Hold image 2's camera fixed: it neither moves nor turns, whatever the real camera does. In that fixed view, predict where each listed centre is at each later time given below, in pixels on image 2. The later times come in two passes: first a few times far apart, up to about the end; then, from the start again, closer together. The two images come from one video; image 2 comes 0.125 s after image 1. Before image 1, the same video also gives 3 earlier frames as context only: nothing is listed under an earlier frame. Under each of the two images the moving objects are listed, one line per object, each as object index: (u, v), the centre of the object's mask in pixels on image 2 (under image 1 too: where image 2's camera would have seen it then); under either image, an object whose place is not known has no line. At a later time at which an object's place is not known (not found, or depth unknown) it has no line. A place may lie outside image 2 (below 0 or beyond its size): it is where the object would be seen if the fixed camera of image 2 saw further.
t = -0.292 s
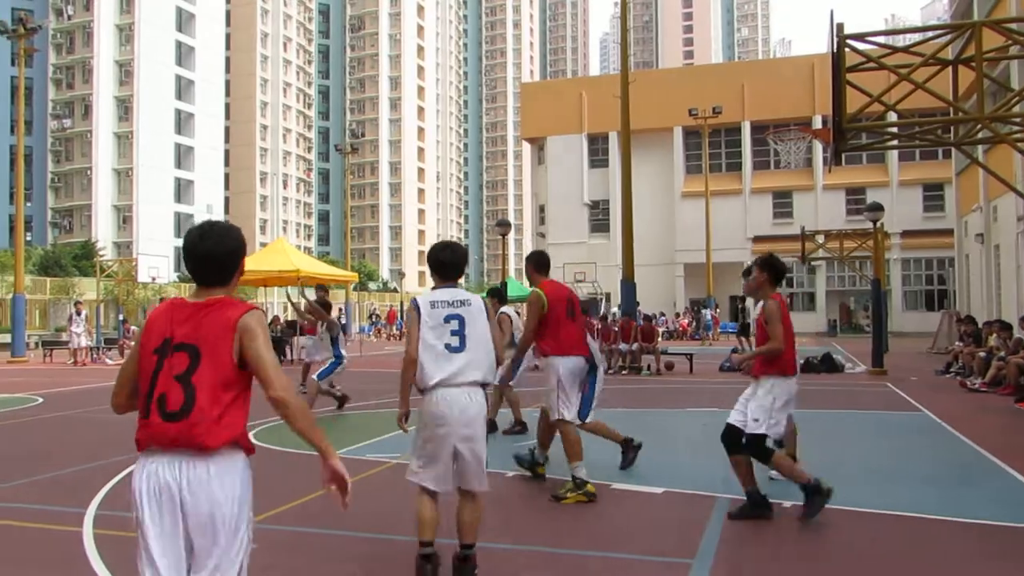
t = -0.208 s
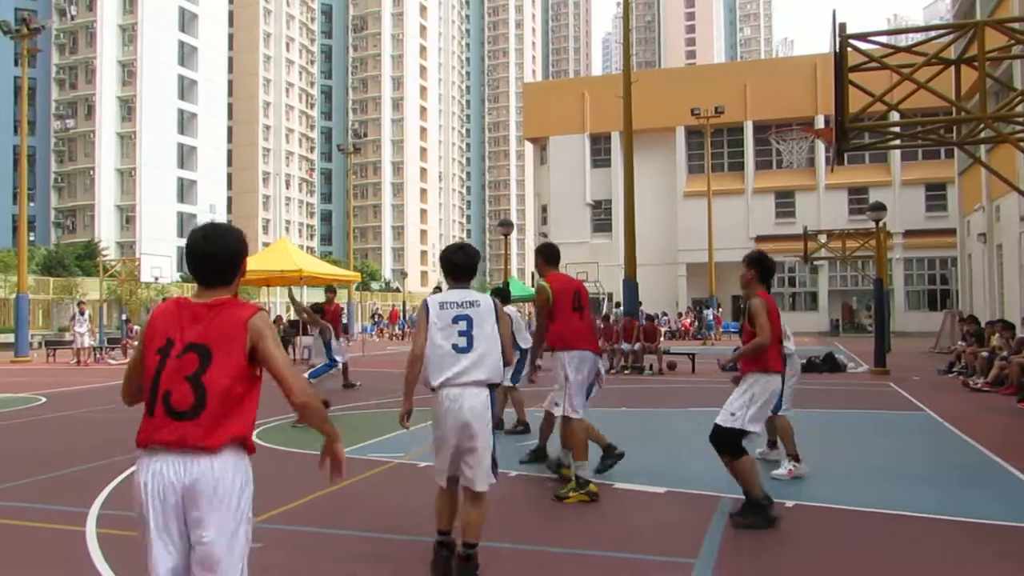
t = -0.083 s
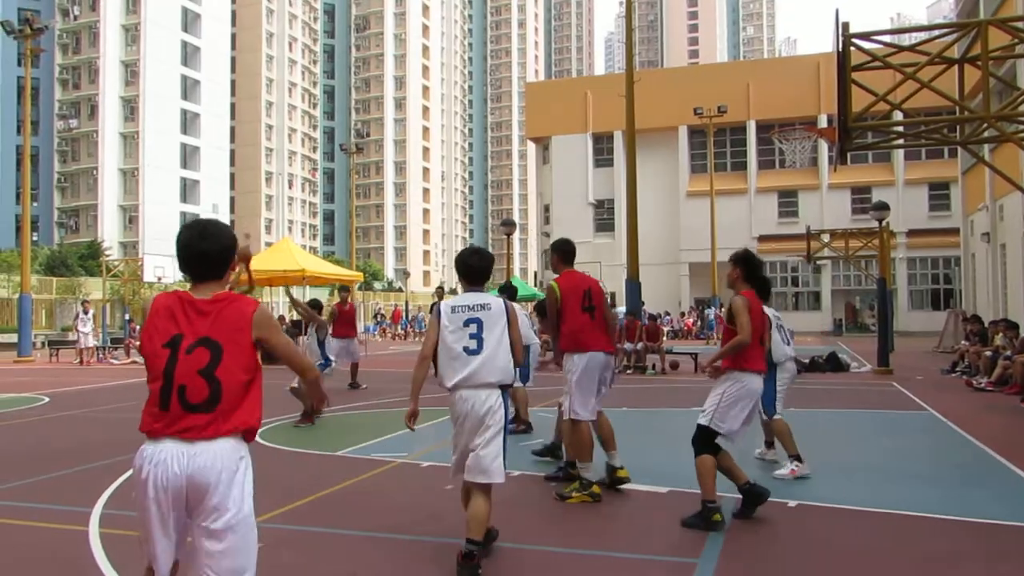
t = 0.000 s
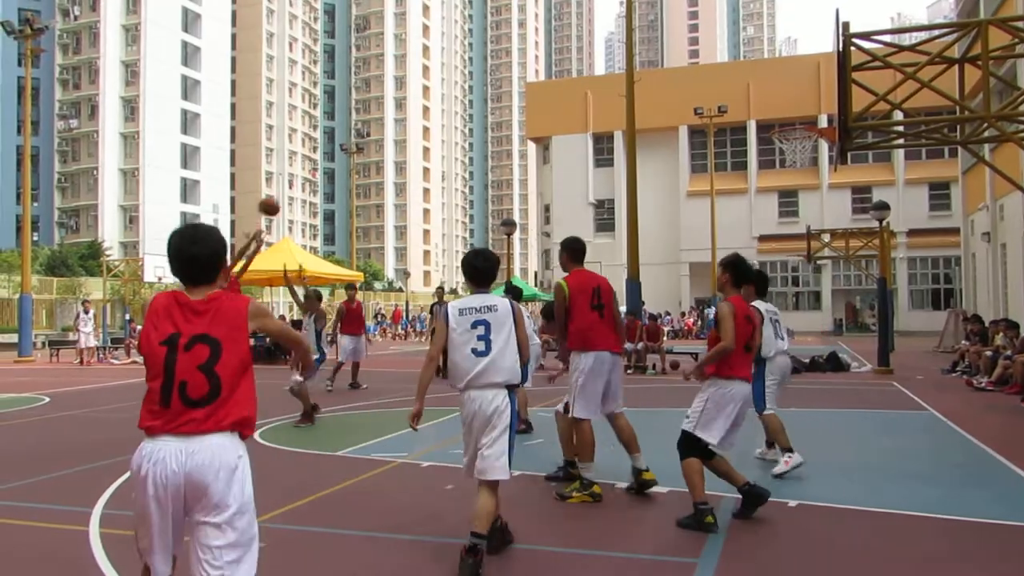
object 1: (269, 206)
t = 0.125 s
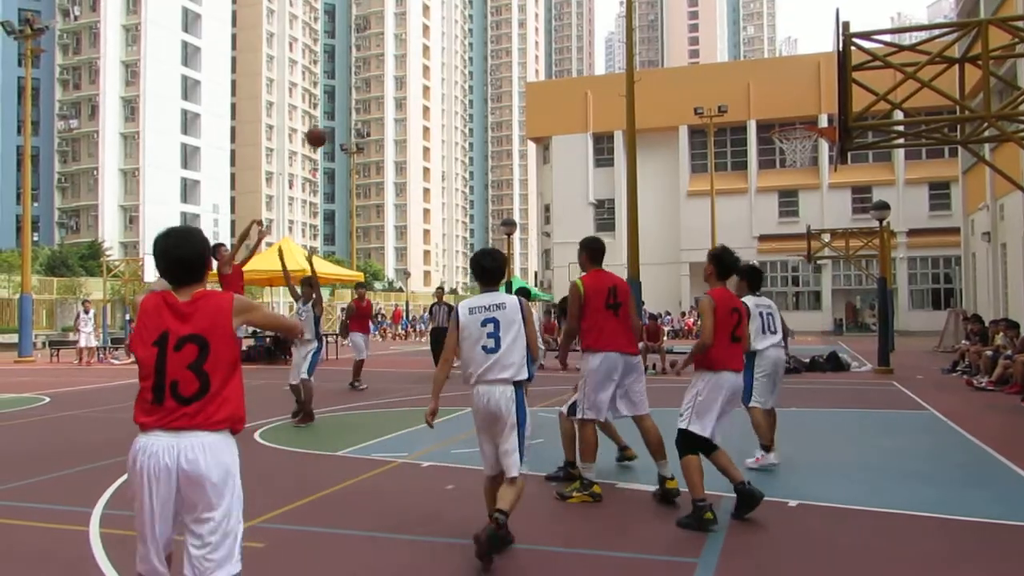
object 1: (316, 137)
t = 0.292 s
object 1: (380, 62)
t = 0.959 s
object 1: (655, 4)
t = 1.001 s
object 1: (673, 8)
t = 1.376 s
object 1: (809, 92)
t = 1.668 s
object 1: (816, 52)
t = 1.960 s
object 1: (824, 87)
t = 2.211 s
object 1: (830, 163)
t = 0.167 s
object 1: (332, 116)
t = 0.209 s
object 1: (348, 97)
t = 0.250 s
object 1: (363, 79)
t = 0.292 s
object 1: (380, 62)
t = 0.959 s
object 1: (655, 4)
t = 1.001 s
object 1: (673, 8)
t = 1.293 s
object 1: (807, 118)
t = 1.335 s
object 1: (808, 105)
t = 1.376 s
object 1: (809, 92)
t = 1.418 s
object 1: (809, 81)
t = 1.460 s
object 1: (811, 72)
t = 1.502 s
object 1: (812, 65)
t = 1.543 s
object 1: (813, 59)
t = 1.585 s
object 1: (814, 55)
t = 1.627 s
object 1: (815, 53)
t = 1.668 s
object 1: (816, 52)
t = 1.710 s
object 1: (817, 53)
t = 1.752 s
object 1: (818, 55)
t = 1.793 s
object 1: (820, 59)
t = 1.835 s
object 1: (821, 64)
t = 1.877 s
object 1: (822, 70)
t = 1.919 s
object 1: (823, 78)
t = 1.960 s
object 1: (824, 87)
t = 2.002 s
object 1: (825, 97)
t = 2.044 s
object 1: (826, 108)
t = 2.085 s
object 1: (827, 118)
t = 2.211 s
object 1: (830, 163)
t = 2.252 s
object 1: (834, 180)
